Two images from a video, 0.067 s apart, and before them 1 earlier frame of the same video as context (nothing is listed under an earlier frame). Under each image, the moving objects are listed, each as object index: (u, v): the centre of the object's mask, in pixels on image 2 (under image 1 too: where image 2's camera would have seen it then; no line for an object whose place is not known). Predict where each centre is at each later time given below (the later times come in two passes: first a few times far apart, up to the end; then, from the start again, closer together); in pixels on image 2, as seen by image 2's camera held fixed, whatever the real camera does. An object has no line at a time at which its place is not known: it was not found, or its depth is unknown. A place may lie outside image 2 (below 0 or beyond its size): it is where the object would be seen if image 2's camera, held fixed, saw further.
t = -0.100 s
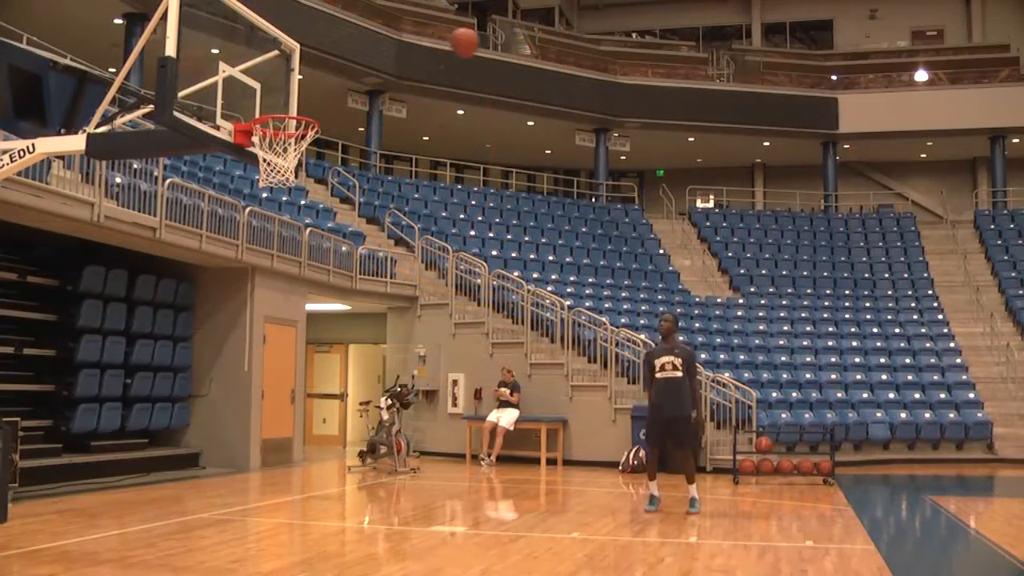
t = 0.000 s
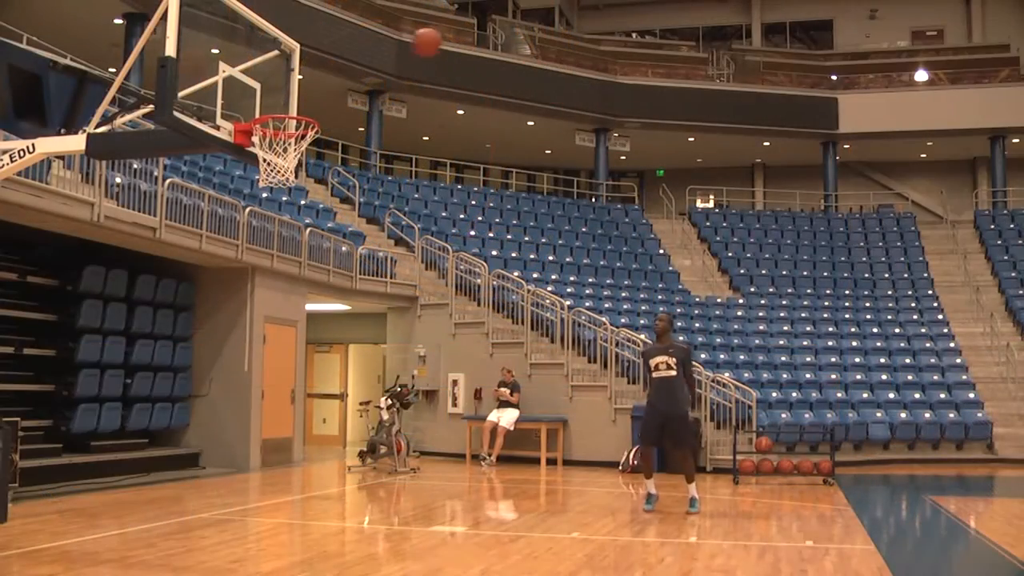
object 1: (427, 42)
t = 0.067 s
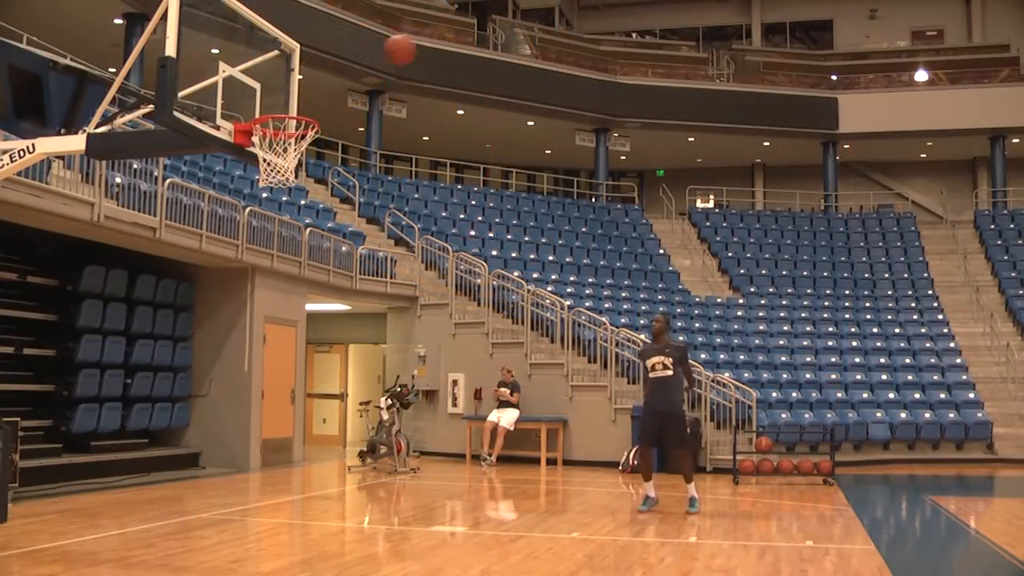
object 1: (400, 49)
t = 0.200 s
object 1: (342, 80)
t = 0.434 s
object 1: (254, 157)
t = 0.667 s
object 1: (226, 217)
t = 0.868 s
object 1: (195, 332)
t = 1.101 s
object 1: (158, 545)
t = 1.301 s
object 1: (178, 411)
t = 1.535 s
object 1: (199, 328)
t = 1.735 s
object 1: (214, 321)
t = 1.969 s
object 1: (228, 378)
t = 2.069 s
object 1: (234, 425)
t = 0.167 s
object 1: (357, 69)
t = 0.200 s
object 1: (342, 80)
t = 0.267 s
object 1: (312, 103)
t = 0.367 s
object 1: (268, 154)
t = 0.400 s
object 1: (257, 157)
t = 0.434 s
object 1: (254, 157)
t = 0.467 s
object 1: (251, 160)
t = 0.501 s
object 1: (247, 165)
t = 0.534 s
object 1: (244, 172)
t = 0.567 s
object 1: (239, 181)
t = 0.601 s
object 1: (234, 190)
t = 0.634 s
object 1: (230, 204)
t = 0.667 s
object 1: (226, 217)
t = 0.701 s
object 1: (220, 234)
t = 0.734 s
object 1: (215, 252)
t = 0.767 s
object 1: (210, 270)
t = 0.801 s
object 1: (205, 289)
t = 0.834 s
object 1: (200, 309)
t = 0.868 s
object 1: (195, 332)
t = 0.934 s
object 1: (185, 388)
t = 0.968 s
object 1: (179, 416)
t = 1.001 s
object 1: (175, 447)
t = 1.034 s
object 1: (170, 476)
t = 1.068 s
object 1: (164, 510)
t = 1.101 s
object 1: (158, 545)
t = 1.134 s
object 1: (161, 524)
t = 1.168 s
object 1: (165, 495)
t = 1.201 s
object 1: (168, 471)
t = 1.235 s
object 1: (171, 451)
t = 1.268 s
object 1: (175, 429)
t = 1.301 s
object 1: (178, 411)
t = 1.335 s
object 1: (182, 393)
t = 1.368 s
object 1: (185, 379)
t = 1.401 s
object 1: (188, 366)
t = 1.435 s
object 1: (191, 354)
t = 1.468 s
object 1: (194, 344)
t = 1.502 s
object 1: (197, 335)
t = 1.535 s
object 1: (199, 328)
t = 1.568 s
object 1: (201, 324)
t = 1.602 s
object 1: (204, 320)
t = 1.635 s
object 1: (207, 319)
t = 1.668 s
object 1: (209, 318)
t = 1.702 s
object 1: (211, 318)
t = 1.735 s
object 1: (214, 321)
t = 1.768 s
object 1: (217, 324)
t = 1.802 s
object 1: (219, 329)
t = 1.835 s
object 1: (221, 336)
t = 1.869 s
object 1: (223, 345)
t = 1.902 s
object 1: (224, 355)
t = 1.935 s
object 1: (226, 365)
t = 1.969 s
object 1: (228, 378)
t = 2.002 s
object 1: (230, 393)
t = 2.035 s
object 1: (231, 408)
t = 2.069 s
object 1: (234, 425)
